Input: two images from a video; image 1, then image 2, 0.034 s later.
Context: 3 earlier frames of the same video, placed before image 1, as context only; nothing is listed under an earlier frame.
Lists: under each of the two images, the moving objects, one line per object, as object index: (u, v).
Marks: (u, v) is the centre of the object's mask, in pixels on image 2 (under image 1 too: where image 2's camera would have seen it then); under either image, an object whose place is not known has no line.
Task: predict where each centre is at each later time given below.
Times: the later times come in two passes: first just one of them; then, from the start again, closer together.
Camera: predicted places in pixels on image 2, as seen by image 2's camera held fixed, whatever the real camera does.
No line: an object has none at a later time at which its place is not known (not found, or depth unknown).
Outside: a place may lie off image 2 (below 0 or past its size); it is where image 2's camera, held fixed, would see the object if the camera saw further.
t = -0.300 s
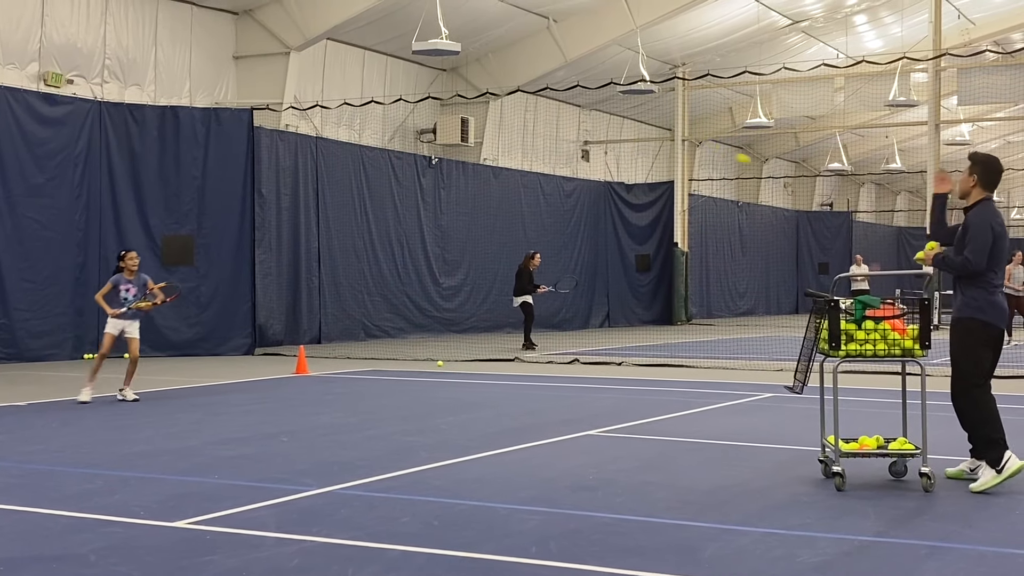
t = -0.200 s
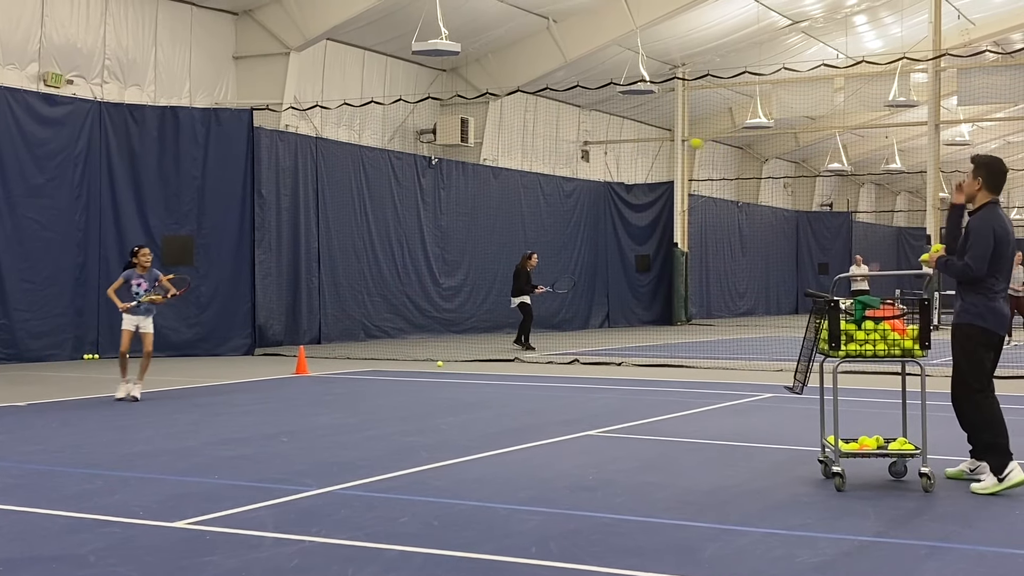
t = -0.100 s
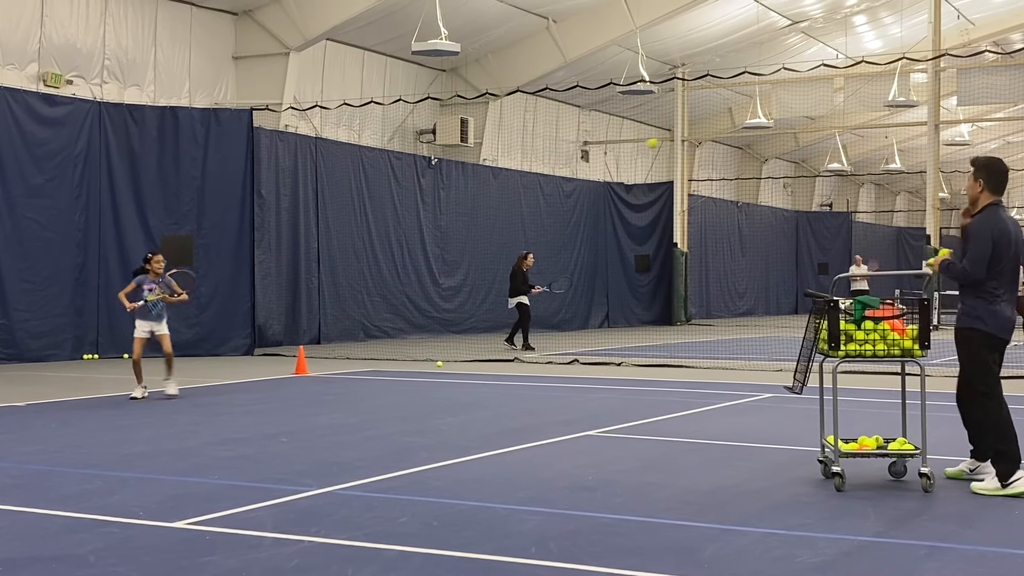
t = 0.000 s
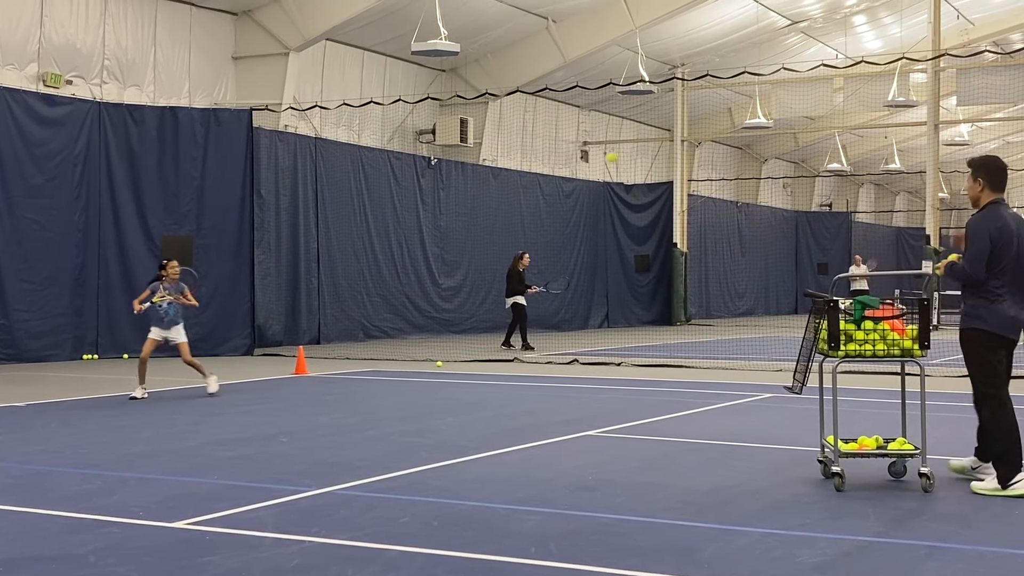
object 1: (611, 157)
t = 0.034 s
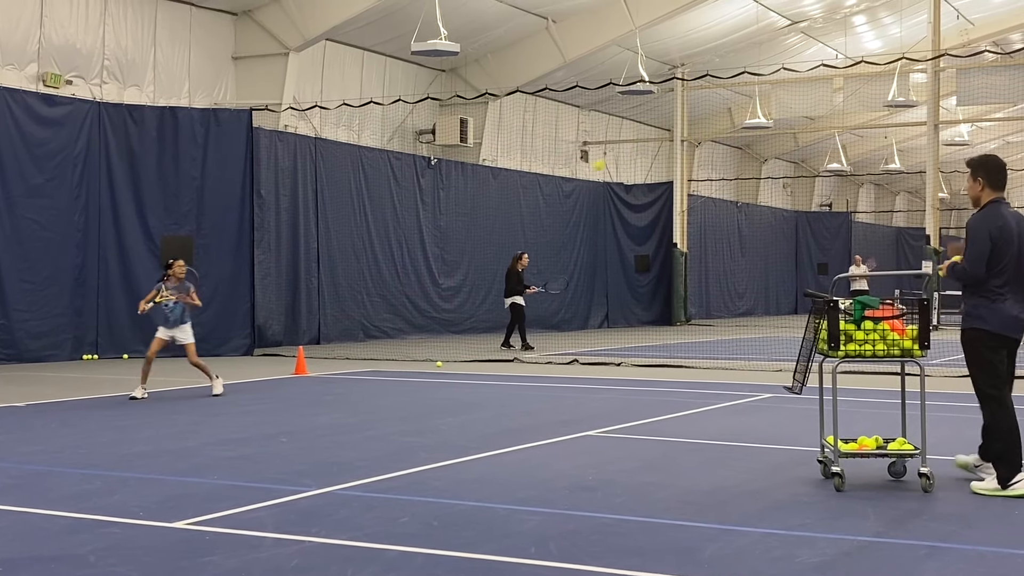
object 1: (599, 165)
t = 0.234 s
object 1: (528, 238)
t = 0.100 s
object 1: (574, 185)
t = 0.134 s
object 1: (562, 196)
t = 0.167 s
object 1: (550, 209)
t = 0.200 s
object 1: (539, 223)
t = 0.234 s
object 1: (528, 238)
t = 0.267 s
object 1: (518, 255)
